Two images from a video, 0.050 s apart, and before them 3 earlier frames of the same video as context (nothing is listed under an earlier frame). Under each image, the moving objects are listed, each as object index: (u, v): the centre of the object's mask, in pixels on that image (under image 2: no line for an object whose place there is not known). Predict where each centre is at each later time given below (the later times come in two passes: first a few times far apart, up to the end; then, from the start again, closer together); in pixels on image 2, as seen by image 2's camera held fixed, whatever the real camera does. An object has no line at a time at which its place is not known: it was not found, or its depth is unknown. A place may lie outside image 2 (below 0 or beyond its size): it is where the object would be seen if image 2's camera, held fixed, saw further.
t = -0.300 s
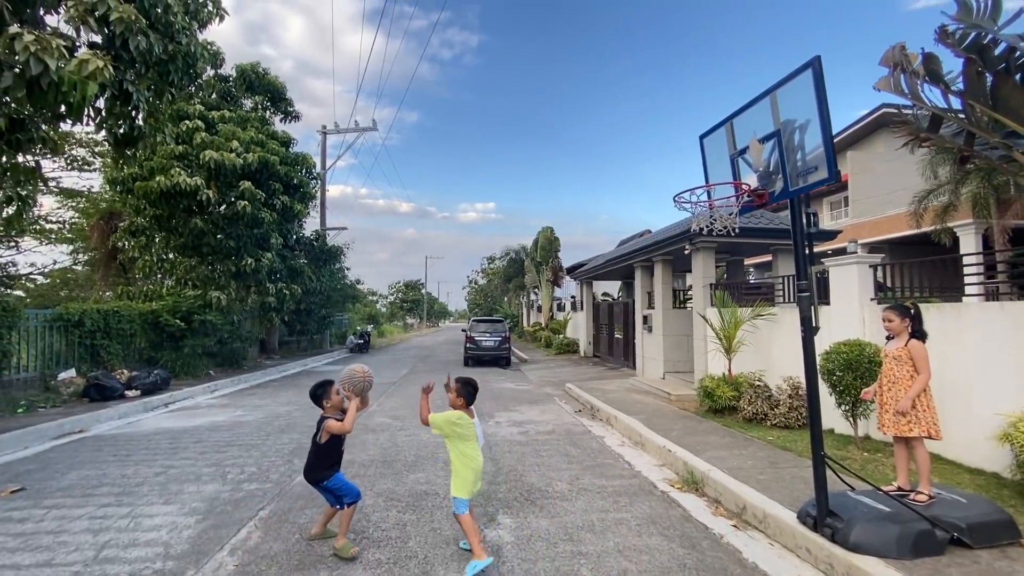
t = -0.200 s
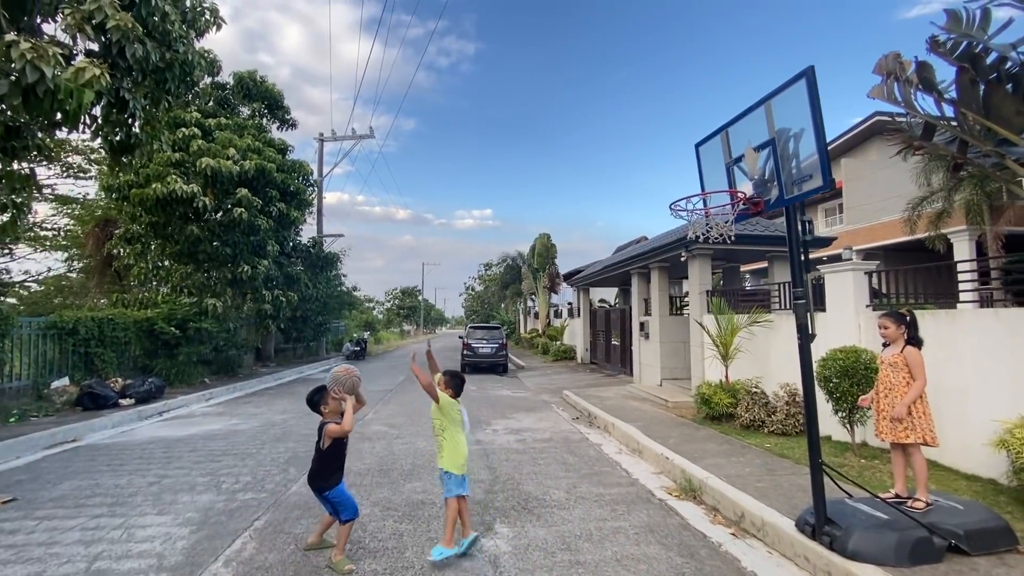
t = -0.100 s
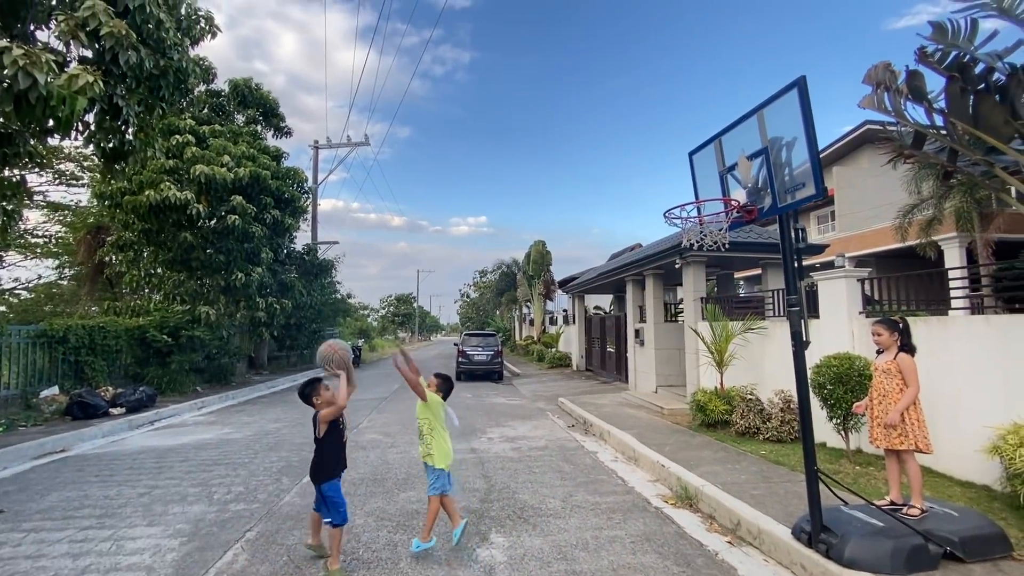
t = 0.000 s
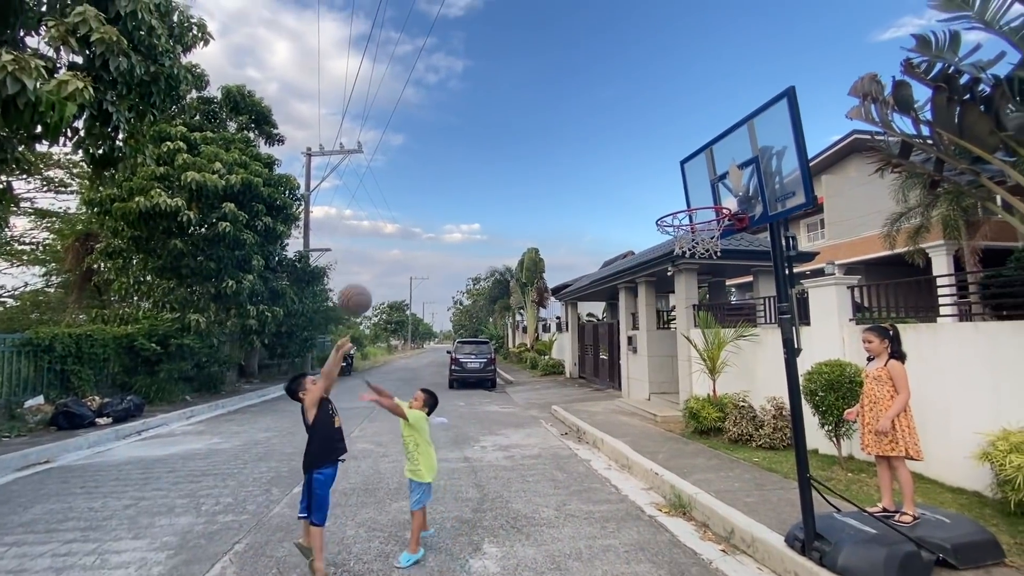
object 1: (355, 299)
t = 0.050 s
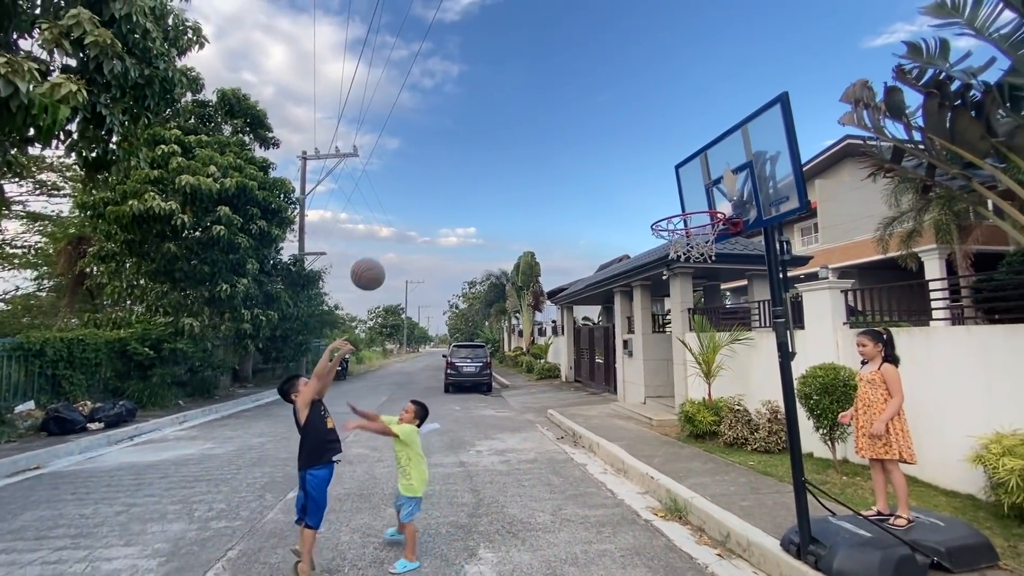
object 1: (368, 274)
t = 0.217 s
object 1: (427, 202)
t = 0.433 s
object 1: (506, 164)
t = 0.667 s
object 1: (594, 199)
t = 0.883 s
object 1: (677, 313)
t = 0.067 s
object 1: (374, 265)
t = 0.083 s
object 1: (380, 257)
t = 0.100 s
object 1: (386, 248)
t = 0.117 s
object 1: (392, 241)
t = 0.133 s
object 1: (398, 233)
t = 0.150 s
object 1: (403, 226)
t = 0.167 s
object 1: (409, 219)
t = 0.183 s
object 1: (415, 213)
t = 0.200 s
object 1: (421, 207)
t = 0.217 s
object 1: (427, 202)
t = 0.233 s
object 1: (433, 196)
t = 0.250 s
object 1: (439, 192)
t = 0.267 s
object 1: (445, 187)
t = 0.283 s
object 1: (451, 183)
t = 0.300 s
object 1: (457, 179)
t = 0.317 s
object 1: (463, 176)
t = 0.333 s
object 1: (470, 173)
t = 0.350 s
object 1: (476, 170)
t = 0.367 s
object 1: (482, 168)
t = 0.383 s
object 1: (488, 166)
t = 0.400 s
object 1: (494, 165)
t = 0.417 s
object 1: (500, 164)
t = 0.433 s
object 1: (506, 164)
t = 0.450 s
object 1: (513, 164)
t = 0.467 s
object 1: (519, 164)
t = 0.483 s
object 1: (525, 164)
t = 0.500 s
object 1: (531, 166)
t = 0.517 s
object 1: (537, 167)
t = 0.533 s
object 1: (544, 169)
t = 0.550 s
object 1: (550, 171)
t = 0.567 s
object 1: (556, 174)
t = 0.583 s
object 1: (563, 177)
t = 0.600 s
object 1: (569, 180)
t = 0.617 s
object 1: (575, 185)
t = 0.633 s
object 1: (581, 189)
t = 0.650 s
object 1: (587, 194)
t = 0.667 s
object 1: (594, 199)
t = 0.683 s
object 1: (600, 205)
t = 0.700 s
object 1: (606, 212)
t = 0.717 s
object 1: (612, 218)
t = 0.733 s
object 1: (619, 226)
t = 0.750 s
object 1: (624, 234)
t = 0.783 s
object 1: (638, 251)
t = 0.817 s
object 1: (650, 269)
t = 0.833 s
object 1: (658, 279)
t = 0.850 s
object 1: (665, 289)
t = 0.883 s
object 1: (677, 313)
